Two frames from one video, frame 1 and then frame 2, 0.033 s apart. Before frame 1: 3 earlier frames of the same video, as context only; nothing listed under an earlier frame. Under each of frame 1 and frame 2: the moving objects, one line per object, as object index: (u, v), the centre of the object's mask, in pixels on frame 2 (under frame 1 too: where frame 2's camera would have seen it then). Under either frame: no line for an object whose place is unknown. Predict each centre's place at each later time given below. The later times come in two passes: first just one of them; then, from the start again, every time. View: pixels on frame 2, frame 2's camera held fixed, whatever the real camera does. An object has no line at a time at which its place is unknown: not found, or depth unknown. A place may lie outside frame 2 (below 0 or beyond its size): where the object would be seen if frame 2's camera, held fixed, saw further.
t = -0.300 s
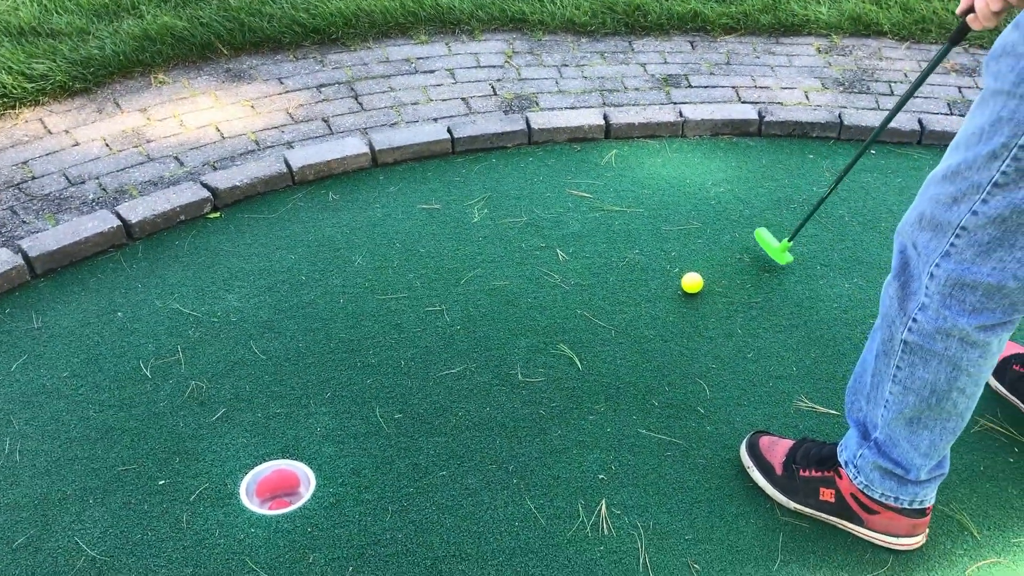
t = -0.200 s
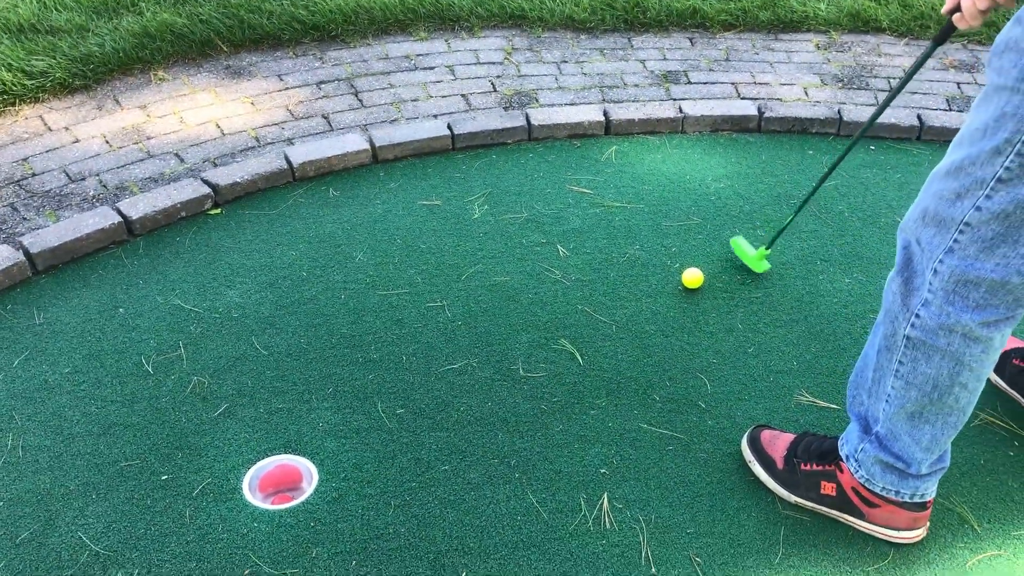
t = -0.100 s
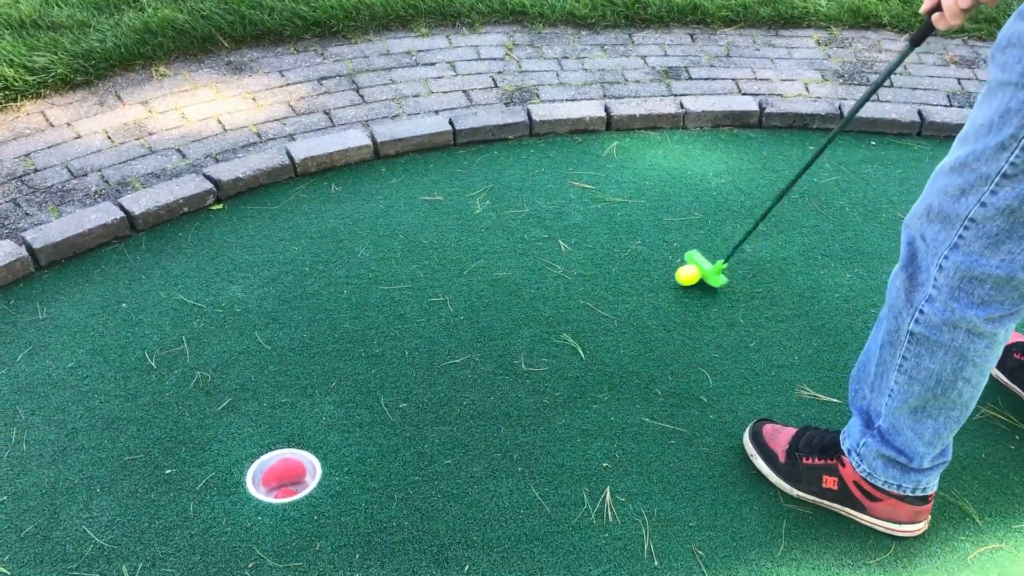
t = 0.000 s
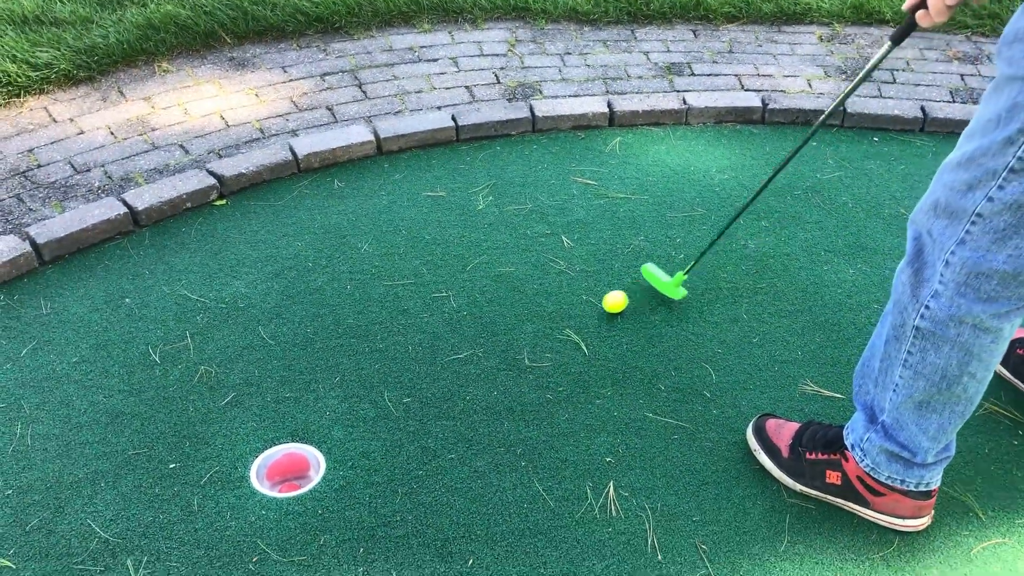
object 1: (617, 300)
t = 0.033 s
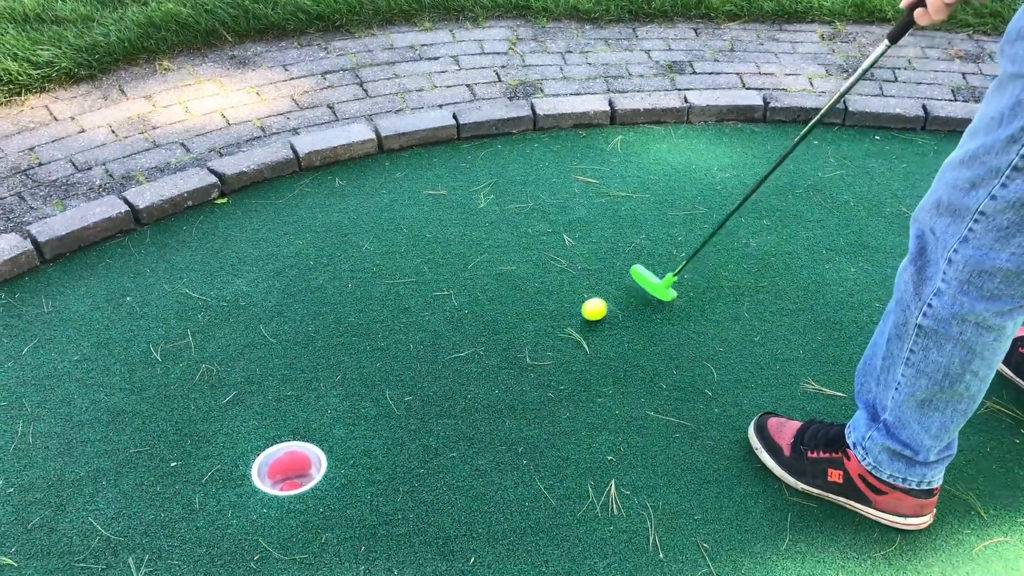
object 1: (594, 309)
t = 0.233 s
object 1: (463, 361)
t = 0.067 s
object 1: (573, 318)
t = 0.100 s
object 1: (551, 326)
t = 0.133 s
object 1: (530, 335)
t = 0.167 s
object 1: (508, 343)
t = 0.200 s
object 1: (485, 353)
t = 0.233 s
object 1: (463, 361)
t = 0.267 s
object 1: (440, 370)
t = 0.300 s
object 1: (417, 379)
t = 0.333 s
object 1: (393, 389)
